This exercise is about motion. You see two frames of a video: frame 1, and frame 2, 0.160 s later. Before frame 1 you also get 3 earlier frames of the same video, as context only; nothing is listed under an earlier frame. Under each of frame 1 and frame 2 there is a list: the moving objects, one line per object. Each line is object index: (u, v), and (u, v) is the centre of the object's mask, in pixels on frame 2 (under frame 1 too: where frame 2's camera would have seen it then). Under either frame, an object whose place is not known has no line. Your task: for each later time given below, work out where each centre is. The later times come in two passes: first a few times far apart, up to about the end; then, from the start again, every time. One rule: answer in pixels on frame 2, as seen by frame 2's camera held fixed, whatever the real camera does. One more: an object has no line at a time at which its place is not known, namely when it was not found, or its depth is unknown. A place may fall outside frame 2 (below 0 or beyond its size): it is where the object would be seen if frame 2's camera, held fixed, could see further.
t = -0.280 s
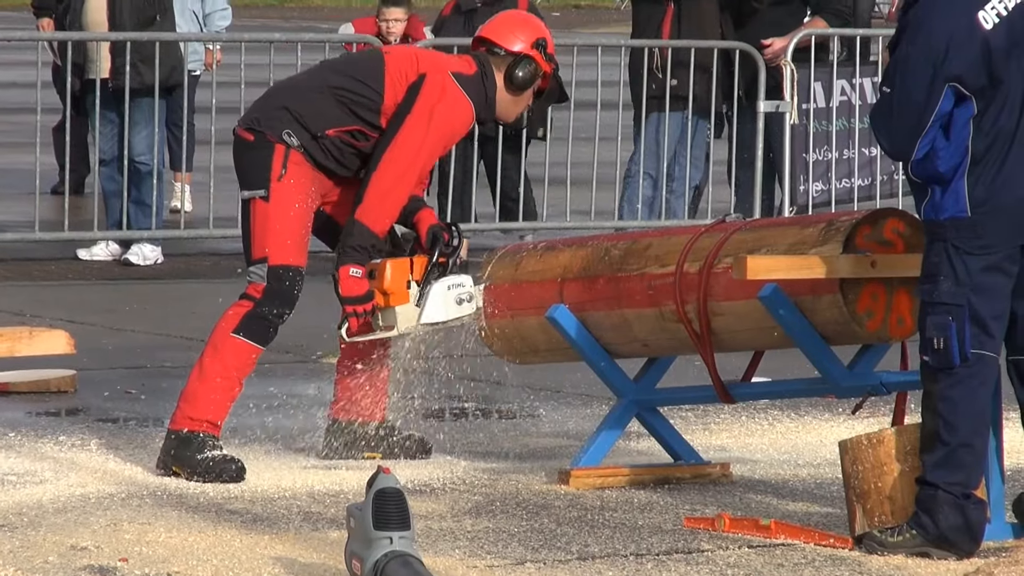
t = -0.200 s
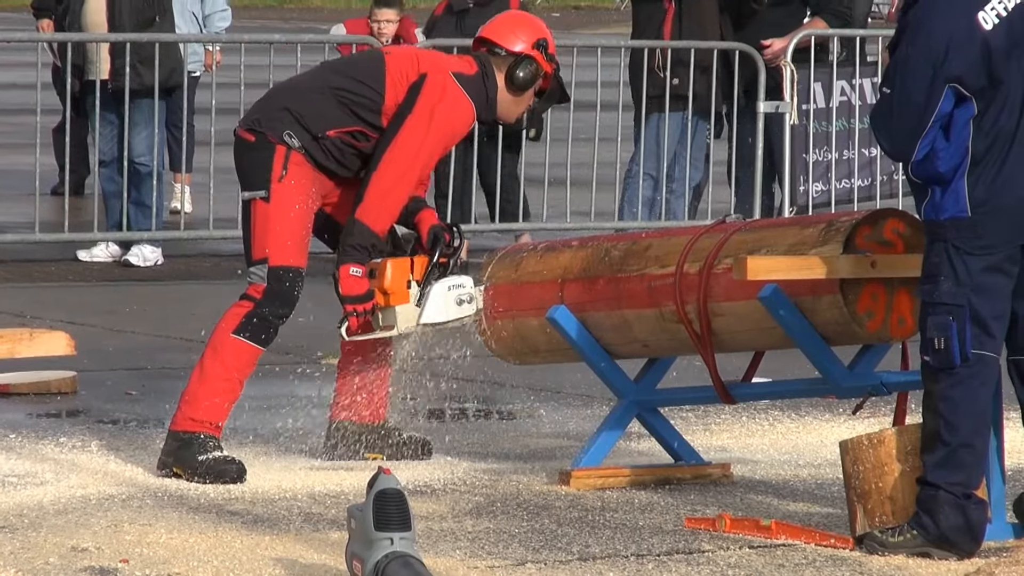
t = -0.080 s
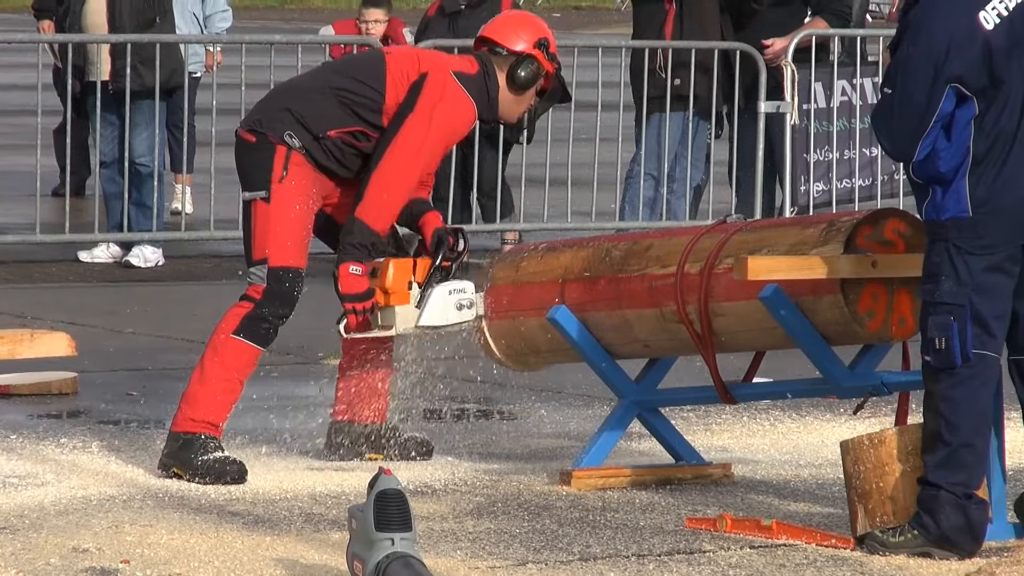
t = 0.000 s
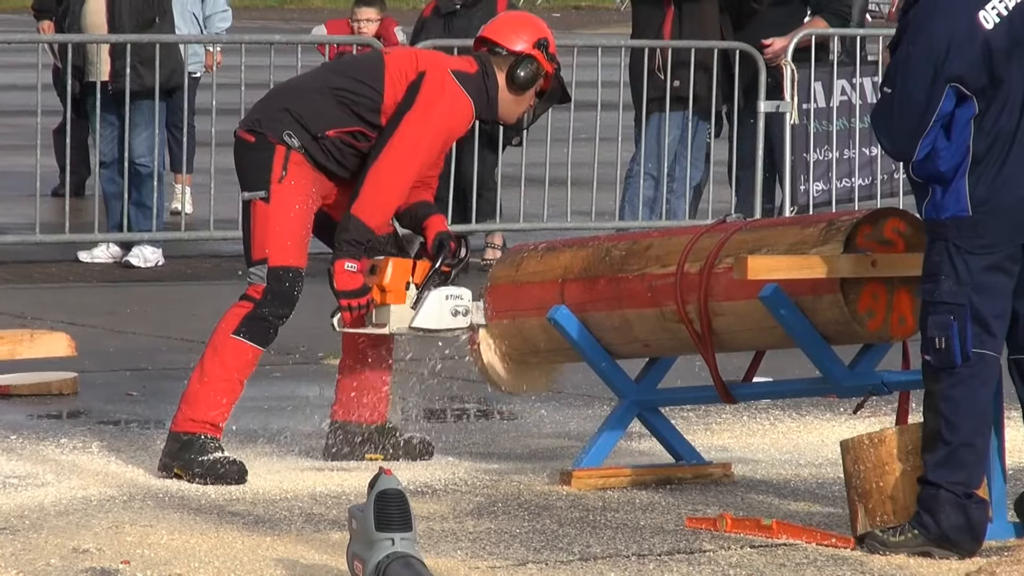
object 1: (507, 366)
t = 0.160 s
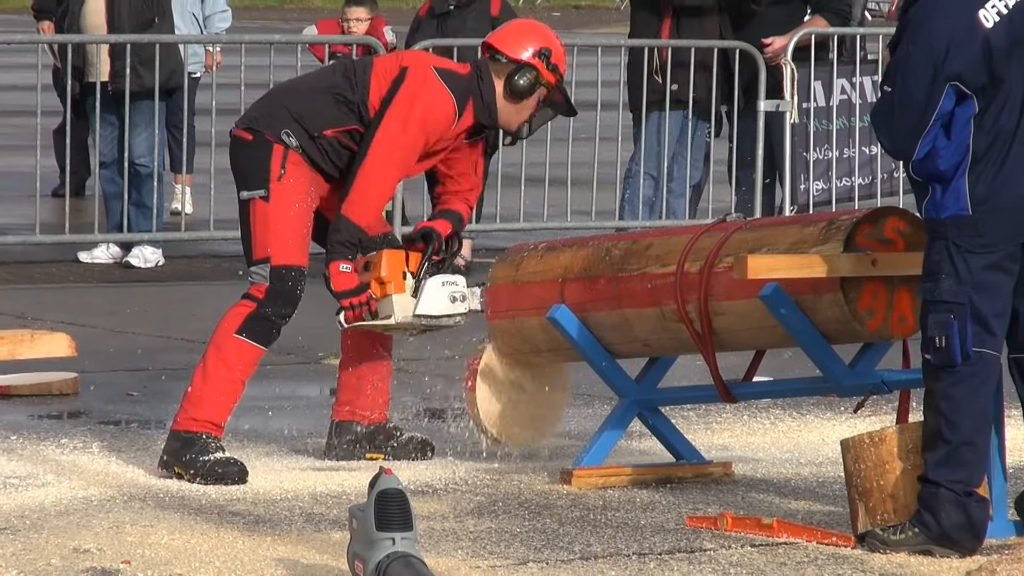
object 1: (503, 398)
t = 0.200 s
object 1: (502, 391)
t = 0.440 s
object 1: (510, 410)
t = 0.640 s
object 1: (510, 410)
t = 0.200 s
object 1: (502, 391)
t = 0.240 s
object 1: (510, 395)
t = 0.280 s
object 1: (505, 400)
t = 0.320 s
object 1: (511, 409)
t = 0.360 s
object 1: (511, 408)
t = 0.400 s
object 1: (512, 408)
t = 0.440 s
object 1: (510, 410)
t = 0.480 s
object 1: (511, 410)
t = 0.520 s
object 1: (511, 410)
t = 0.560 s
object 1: (511, 410)
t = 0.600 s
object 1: (510, 410)
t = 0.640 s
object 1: (510, 410)
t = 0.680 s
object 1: (510, 410)
